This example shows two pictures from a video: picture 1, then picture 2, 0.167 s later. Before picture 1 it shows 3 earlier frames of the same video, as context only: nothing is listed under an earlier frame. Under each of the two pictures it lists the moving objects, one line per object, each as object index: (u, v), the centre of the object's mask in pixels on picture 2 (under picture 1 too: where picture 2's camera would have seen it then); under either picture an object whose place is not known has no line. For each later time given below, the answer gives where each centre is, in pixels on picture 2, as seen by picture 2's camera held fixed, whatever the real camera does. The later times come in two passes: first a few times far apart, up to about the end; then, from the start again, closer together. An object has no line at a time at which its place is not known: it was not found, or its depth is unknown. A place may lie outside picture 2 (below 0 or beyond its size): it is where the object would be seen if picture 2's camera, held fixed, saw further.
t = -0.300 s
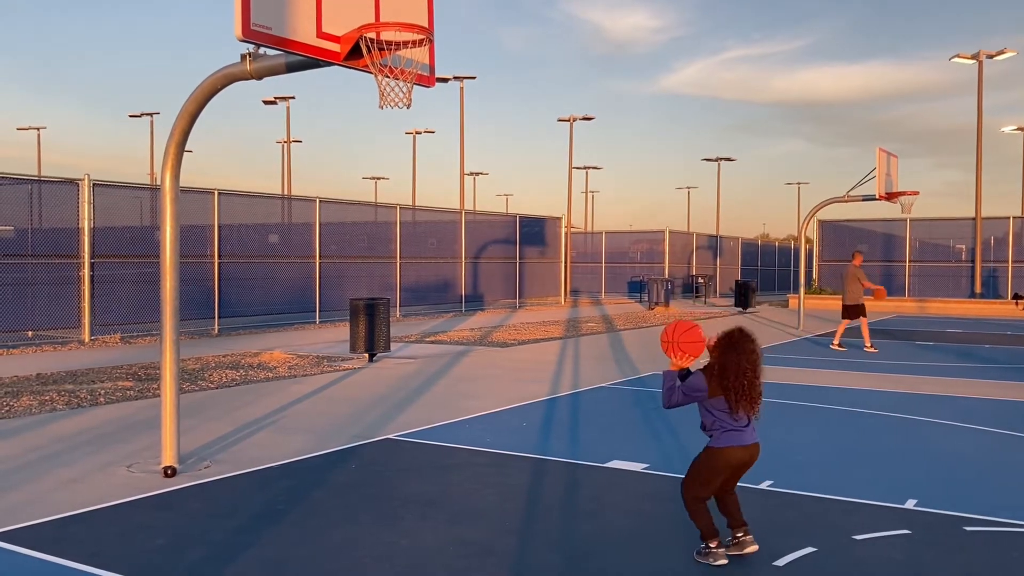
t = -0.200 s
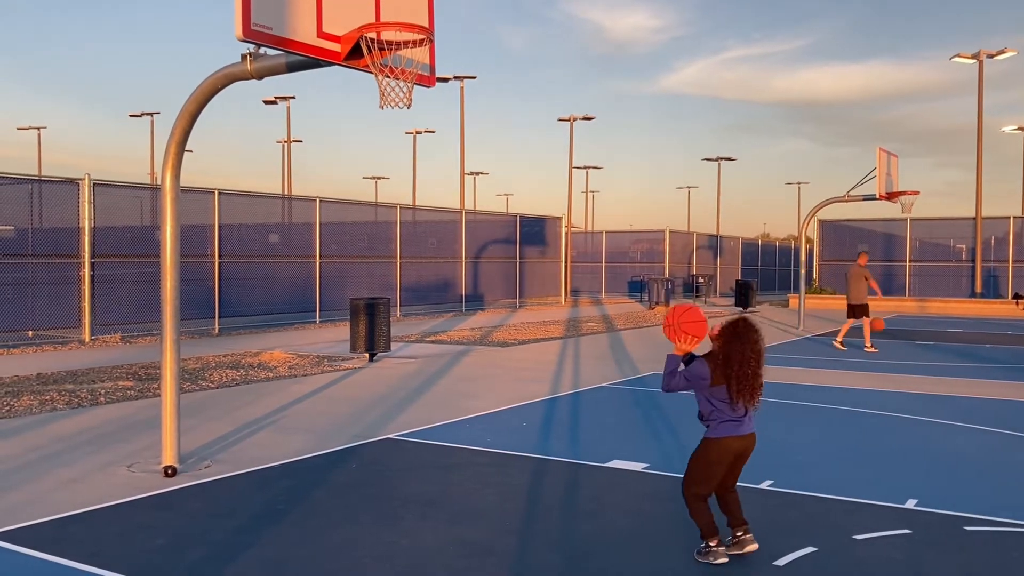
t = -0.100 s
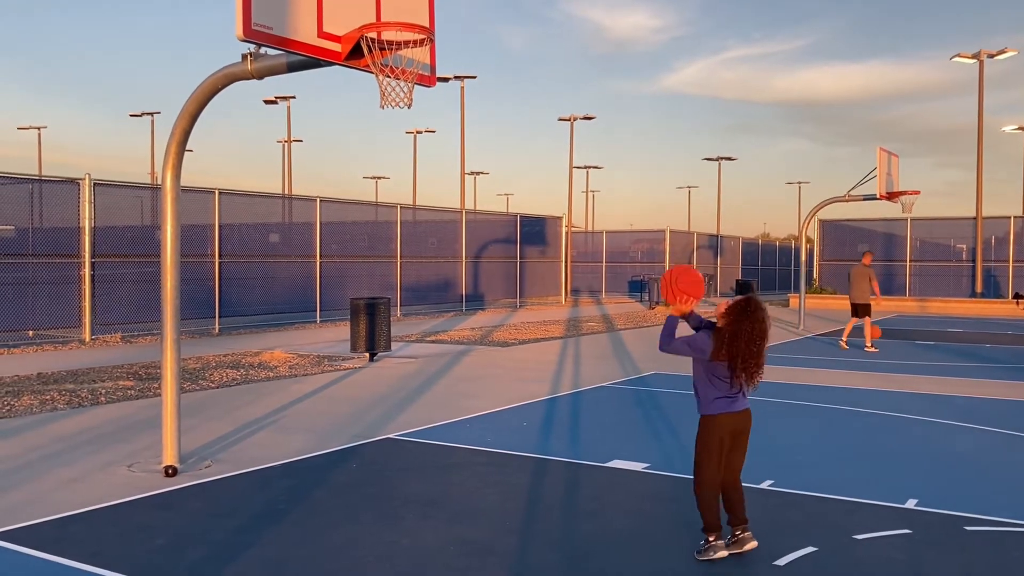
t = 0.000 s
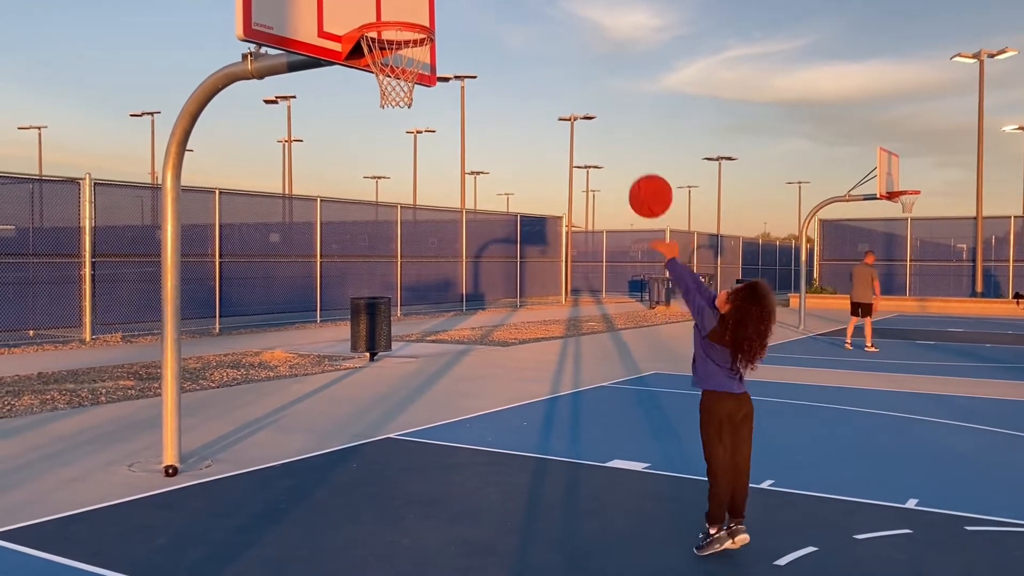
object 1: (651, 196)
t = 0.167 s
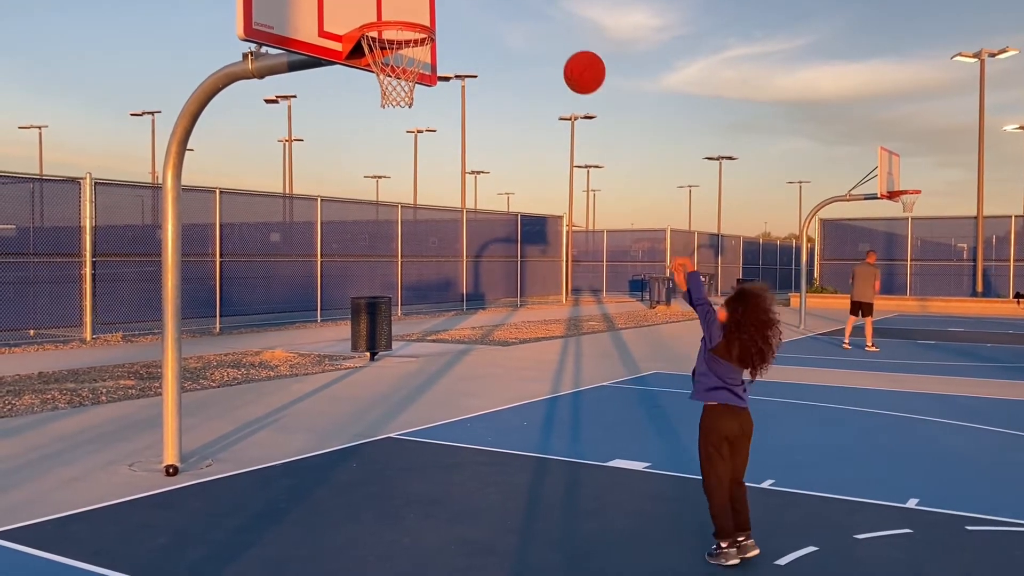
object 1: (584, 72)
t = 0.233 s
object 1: (559, 39)
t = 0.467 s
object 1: (479, 5)
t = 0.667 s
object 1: (418, 13)
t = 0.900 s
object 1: (381, 85)
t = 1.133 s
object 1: (379, 179)
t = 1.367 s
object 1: (377, 360)
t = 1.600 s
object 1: (381, 444)
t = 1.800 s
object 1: (395, 333)
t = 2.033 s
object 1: (411, 287)
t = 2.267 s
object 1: (429, 340)
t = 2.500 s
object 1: (448, 504)
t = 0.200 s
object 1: (572, 54)
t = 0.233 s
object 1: (559, 39)
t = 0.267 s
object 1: (547, 26)
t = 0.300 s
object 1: (535, 17)
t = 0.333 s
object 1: (524, 12)
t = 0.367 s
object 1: (512, 9)
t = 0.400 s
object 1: (501, 6)
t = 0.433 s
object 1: (490, 5)
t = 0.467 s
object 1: (479, 5)
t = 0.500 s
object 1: (468, 5)
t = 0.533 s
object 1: (458, 6)
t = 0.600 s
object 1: (437, 10)
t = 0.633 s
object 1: (427, 13)
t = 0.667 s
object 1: (418, 13)
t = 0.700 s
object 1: (406, 21)
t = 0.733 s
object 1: (396, 45)
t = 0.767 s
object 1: (390, 53)
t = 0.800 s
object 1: (385, 60)
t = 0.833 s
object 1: (383, 72)
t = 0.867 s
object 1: (382, 81)
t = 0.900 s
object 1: (381, 85)
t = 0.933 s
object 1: (381, 98)
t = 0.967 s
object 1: (380, 105)
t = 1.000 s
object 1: (380, 116)
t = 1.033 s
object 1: (380, 129)
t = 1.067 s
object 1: (380, 144)
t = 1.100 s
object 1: (379, 161)
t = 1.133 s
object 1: (379, 179)
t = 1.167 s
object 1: (379, 200)
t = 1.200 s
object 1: (378, 222)
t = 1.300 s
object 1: (377, 300)
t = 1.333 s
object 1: (377, 330)
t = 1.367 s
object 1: (377, 360)
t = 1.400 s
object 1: (376, 394)
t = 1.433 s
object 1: (376, 430)
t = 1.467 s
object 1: (375, 466)
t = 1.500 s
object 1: (375, 506)
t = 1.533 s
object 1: (377, 494)
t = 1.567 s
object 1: (379, 468)
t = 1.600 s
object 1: (381, 444)
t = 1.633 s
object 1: (384, 421)
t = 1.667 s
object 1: (386, 400)
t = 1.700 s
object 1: (388, 380)
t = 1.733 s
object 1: (391, 362)
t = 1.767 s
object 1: (392, 346)
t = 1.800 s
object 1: (395, 333)
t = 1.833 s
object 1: (397, 320)
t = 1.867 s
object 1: (399, 310)
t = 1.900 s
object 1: (402, 301)
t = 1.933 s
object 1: (404, 295)
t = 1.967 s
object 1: (406, 290)
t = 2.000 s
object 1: (409, 288)
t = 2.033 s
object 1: (411, 287)
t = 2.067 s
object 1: (413, 288)
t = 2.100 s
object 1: (416, 291)
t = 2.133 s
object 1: (418, 297)
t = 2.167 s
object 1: (421, 304)
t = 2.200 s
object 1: (424, 314)
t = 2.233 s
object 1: (426, 326)
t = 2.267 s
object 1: (429, 340)
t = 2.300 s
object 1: (432, 356)
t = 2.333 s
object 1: (434, 375)
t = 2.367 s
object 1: (437, 396)
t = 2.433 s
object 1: (442, 446)
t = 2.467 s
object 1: (445, 474)
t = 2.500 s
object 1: (448, 504)
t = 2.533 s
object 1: (451, 537)
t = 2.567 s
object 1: (453, 567)
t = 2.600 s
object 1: (455, 555)
